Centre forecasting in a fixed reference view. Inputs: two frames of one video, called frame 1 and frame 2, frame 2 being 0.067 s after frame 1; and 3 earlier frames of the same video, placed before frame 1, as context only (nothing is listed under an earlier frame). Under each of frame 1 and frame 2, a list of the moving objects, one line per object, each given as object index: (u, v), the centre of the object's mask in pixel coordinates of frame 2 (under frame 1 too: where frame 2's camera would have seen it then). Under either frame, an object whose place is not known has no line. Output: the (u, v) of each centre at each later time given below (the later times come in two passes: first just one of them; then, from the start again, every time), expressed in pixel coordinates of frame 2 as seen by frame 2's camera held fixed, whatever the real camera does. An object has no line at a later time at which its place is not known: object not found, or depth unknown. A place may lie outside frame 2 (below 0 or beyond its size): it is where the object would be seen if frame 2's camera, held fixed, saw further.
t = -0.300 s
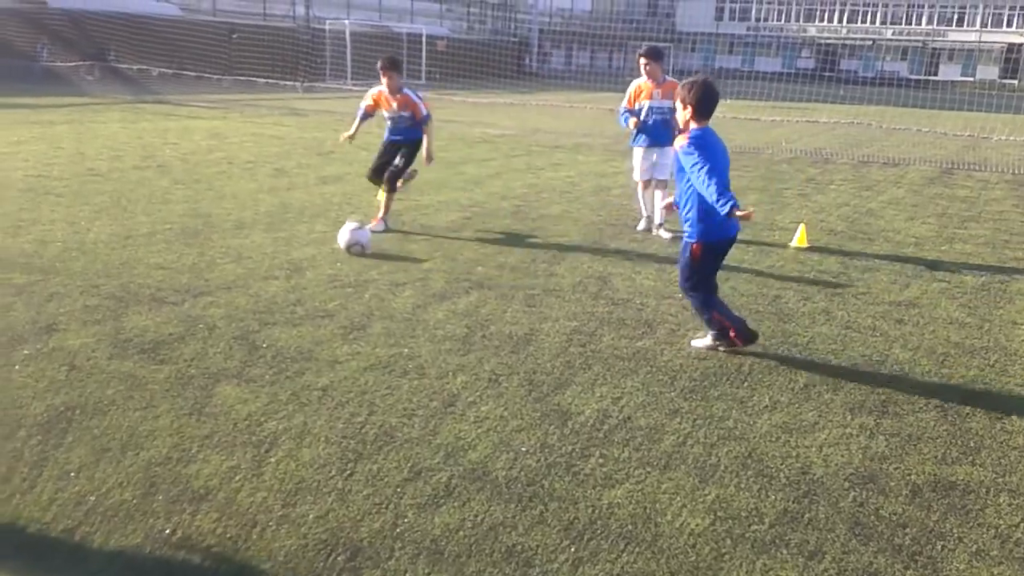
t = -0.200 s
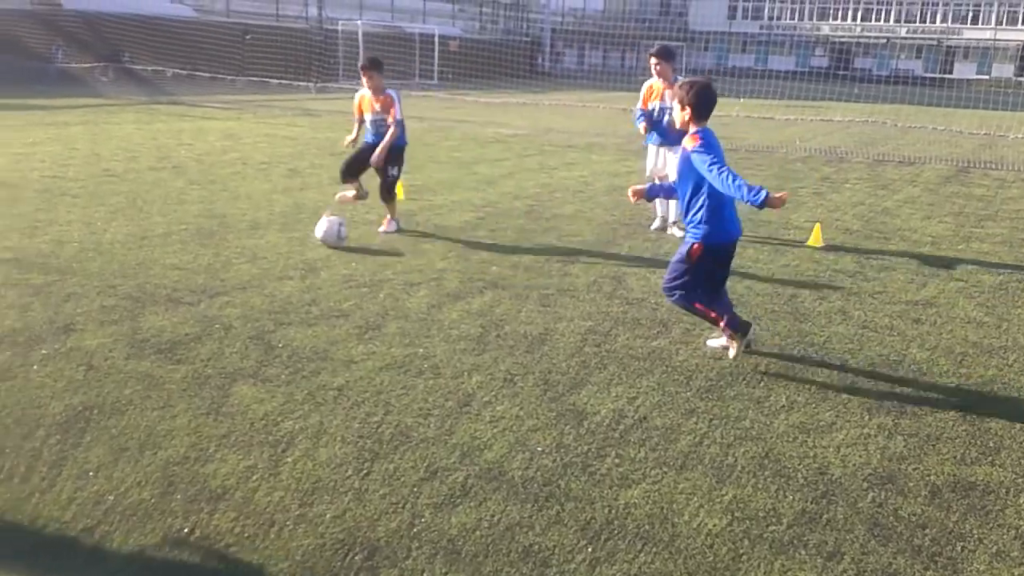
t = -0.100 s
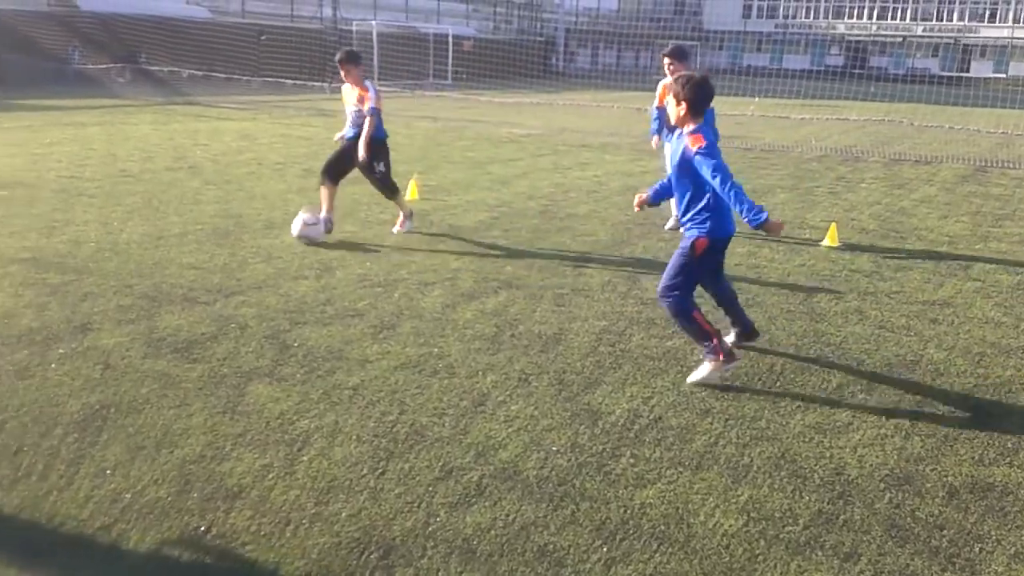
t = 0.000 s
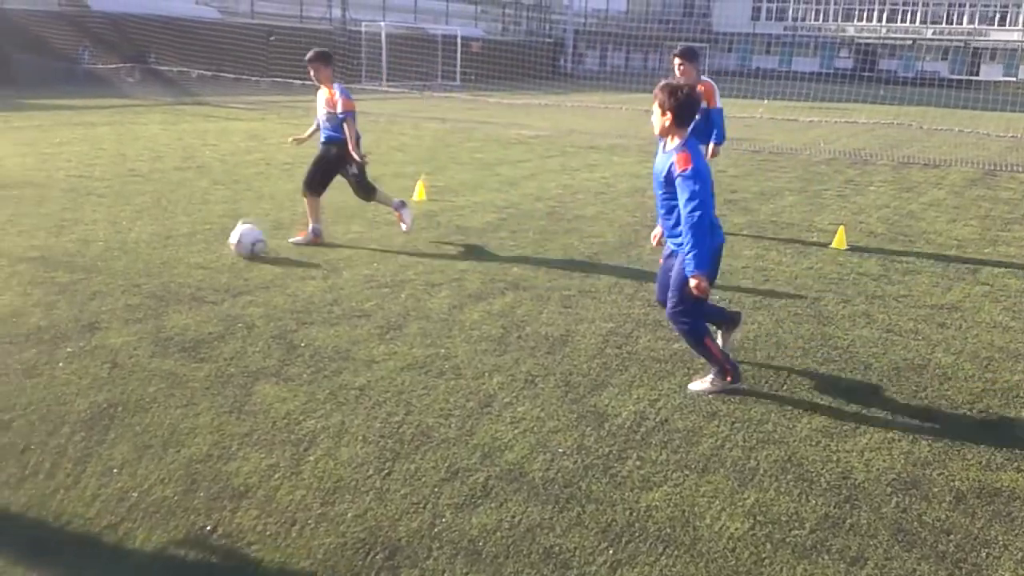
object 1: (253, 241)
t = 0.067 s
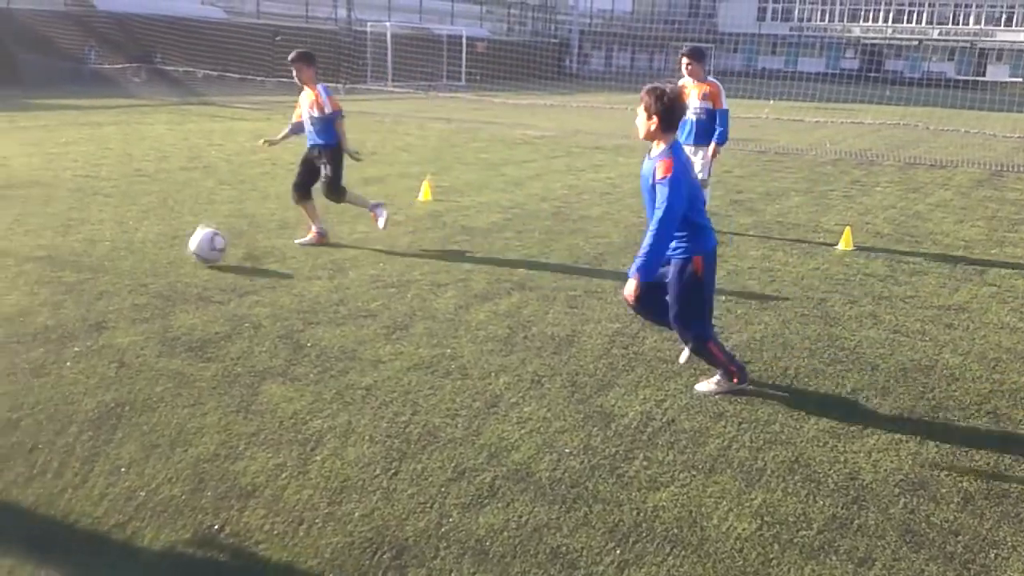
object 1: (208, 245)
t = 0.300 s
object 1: (25, 277)
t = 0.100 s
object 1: (182, 250)
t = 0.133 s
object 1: (158, 255)
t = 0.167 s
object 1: (134, 258)
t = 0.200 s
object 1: (106, 261)
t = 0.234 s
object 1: (80, 265)
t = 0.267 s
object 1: (53, 273)
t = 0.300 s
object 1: (25, 277)
